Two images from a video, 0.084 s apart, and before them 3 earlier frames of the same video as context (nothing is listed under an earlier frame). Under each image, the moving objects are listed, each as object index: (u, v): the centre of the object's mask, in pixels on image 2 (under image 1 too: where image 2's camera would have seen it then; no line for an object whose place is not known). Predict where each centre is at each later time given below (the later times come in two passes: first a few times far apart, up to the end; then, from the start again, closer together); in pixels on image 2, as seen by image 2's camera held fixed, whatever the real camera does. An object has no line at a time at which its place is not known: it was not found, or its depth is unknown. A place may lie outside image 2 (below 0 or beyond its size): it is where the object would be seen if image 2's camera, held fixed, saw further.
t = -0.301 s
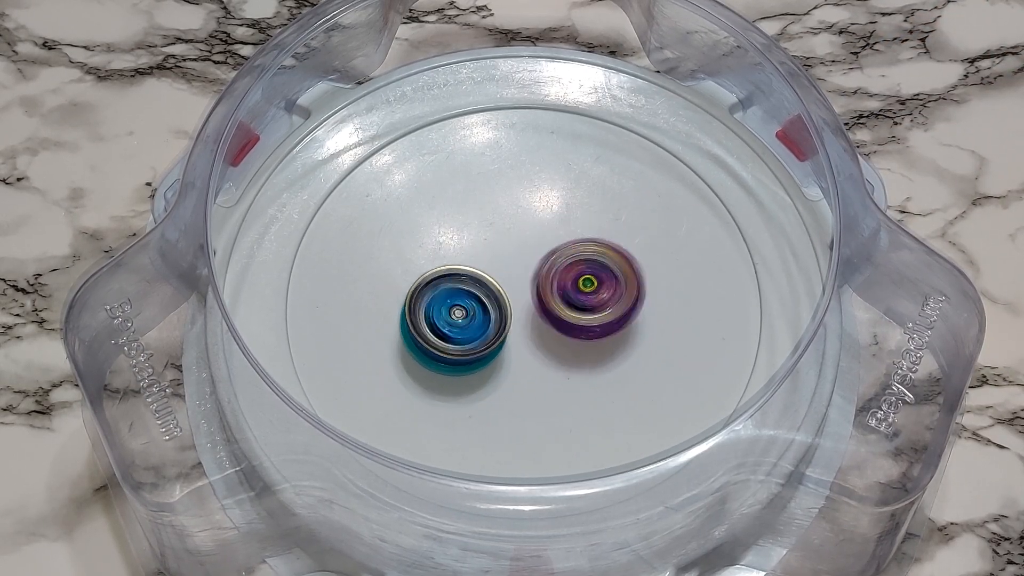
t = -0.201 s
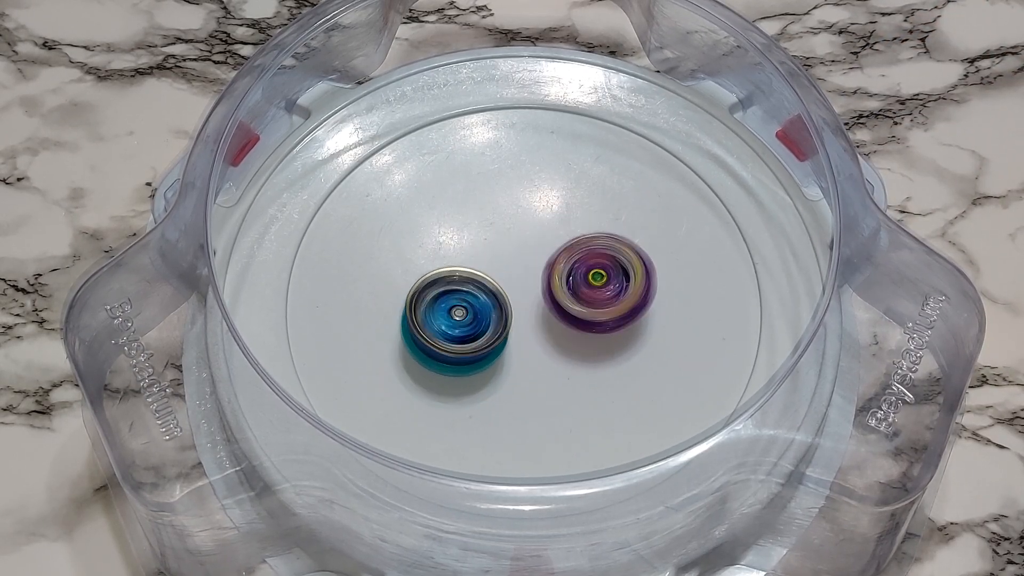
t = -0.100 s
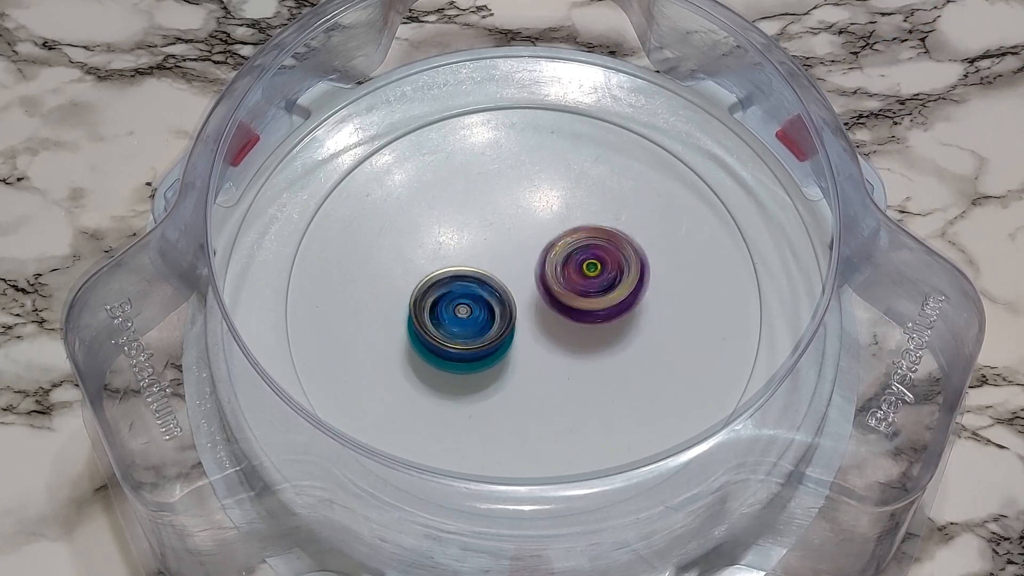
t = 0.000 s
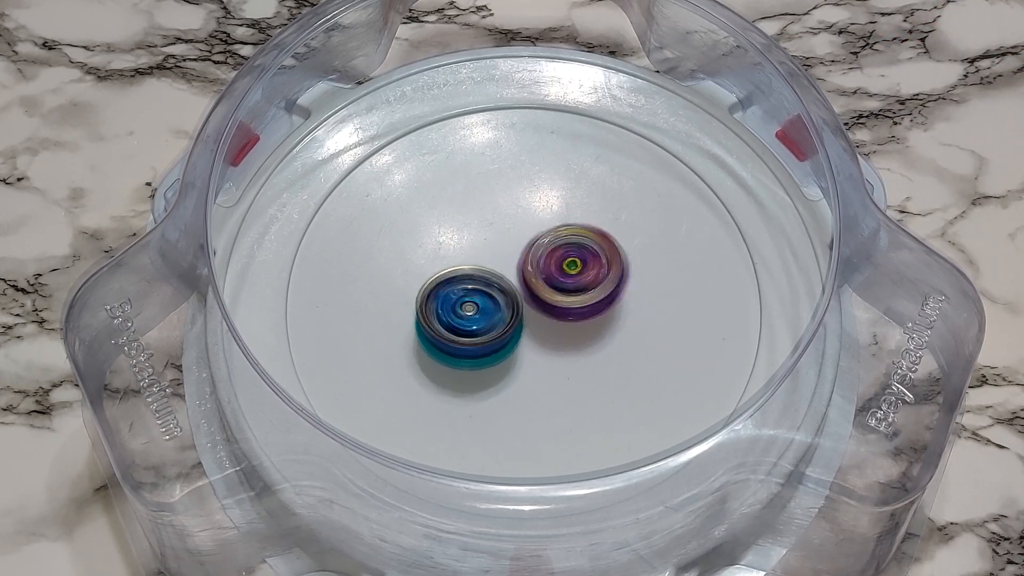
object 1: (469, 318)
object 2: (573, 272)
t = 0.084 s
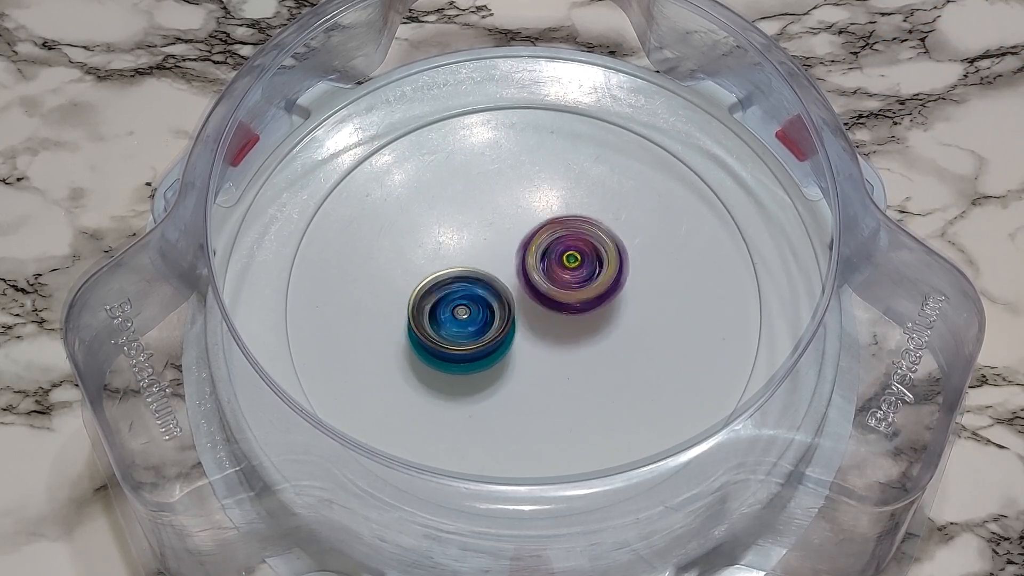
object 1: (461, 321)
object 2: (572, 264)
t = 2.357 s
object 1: (459, 245)
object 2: (555, 321)
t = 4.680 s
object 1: (486, 217)
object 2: (610, 314)
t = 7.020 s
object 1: (503, 217)
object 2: (541, 315)
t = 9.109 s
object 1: (465, 335)
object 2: (529, 249)
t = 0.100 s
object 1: (460, 321)
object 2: (573, 262)
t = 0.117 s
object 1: (460, 321)
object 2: (574, 259)
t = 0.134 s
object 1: (461, 321)
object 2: (576, 257)
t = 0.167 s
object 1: (464, 319)
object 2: (576, 252)
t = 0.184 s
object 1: (464, 317)
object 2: (576, 250)
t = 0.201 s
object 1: (465, 316)
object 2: (574, 247)
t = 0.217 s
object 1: (466, 314)
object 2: (573, 245)
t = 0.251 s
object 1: (467, 312)
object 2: (569, 241)
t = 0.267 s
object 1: (468, 311)
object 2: (567, 239)
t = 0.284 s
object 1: (469, 309)
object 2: (564, 239)
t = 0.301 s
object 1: (470, 308)
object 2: (560, 238)
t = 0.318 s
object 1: (471, 306)
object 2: (557, 238)
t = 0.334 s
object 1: (471, 305)
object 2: (553, 238)
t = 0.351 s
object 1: (468, 306)
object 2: (552, 236)
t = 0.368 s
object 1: (465, 307)
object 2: (552, 234)
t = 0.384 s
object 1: (464, 307)
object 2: (553, 234)
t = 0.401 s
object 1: (463, 306)
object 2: (552, 234)
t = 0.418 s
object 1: (464, 306)
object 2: (552, 233)
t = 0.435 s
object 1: (465, 304)
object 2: (551, 233)
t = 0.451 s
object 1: (465, 302)
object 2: (550, 232)
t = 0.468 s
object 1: (465, 300)
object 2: (550, 233)
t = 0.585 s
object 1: (465, 296)
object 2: (553, 230)
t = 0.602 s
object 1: (464, 295)
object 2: (552, 230)
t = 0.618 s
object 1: (464, 294)
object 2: (552, 231)
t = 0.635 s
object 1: (464, 294)
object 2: (552, 232)
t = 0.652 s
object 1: (461, 294)
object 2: (553, 232)
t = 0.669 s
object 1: (455, 297)
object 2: (560, 230)
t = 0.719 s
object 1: (447, 301)
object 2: (575, 224)
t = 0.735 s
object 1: (447, 301)
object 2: (578, 222)
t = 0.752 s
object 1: (446, 301)
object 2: (582, 220)
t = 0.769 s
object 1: (446, 301)
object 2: (586, 219)
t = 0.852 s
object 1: (447, 300)
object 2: (598, 210)
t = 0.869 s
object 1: (447, 299)
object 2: (599, 209)
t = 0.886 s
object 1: (448, 299)
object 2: (600, 208)
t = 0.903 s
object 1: (448, 299)
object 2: (599, 208)
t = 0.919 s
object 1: (449, 299)
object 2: (598, 208)
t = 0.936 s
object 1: (449, 298)
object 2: (598, 209)
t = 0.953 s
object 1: (450, 298)
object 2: (596, 211)
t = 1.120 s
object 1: (463, 295)
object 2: (575, 245)
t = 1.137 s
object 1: (464, 294)
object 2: (573, 249)
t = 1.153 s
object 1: (466, 294)
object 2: (571, 254)
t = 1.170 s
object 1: (463, 295)
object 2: (572, 257)
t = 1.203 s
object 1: (452, 299)
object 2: (580, 259)
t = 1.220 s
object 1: (449, 301)
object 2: (584, 261)
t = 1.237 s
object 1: (447, 303)
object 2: (586, 264)
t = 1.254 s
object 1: (447, 304)
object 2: (587, 266)
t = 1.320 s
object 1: (453, 302)
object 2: (594, 276)
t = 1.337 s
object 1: (454, 301)
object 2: (595, 279)
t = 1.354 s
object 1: (456, 300)
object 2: (594, 282)
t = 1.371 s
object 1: (457, 299)
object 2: (595, 283)
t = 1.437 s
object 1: (461, 295)
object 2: (595, 291)
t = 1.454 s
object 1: (462, 295)
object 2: (594, 294)
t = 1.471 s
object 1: (462, 294)
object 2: (592, 295)
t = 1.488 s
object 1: (463, 293)
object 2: (592, 297)
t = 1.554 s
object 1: (467, 289)
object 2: (585, 304)
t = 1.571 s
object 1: (468, 288)
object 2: (582, 306)
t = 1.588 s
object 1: (468, 287)
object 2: (580, 307)
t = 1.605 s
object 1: (467, 286)
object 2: (581, 308)
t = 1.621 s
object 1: (464, 285)
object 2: (581, 311)
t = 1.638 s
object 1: (462, 284)
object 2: (582, 312)
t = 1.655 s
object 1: (462, 283)
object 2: (583, 314)
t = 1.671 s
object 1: (462, 282)
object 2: (583, 316)
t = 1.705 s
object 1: (464, 280)
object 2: (583, 318)
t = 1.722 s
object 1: (464, 278)
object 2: (583, 320)
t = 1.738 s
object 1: (464, 276)
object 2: (582, 321)
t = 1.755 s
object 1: (463, 275)
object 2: (581, 321)
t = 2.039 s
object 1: (463, 257)
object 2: (549, 325)
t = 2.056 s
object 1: (463, 256)
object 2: (548, 325)
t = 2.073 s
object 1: (462, 255)
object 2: (546, 325)
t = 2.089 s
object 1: (462, 255)
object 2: (545, 324)
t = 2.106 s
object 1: (462, 254)
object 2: (544, 324)
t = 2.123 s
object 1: (460, 252)
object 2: (544, 326)
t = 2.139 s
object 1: (457, 250)
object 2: (545, 328)
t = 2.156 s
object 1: (455, 249)
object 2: (548, 329)
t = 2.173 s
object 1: (454, 249)
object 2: (549, 331)
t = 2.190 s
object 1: (455, 249)
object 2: (550, 331)
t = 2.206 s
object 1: (456, 248)
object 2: (552, 332)
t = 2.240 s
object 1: (457, 247)
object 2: (553, 332)
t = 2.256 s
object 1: (457, 246)
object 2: (555, 331)
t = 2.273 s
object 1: (456, 245)
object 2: (556, 331)
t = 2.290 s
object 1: (456, 245)
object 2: (556, 330)
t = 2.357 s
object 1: (459, 245)
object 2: (555, 321)
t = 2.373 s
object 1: (459, 245)
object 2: (555, 319)
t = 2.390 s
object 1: (460, 245)
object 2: (552, 317)
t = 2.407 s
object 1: (460, 245)
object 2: (550, 313)
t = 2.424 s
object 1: (461, 246)
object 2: (549, 310)
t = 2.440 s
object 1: (463, 246)
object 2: (547, 308)
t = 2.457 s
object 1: (458, 240)
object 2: (553, 311)
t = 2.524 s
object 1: (437, 222)
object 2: (577, 320)
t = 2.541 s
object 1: (435, 221)
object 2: (582, 322)
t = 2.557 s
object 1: (434, 221)
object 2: (586, 323)
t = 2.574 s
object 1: (435, 222)
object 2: (590, 324)
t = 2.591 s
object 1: (437, 222)
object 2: (594, 324)
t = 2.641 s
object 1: (442, 221)
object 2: (605, 325)
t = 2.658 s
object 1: (444, 221)
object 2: (608, 324)
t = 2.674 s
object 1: (445, 220)
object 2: (612, 324)
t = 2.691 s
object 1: (446, 220)
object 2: (614, 323)
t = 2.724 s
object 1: (448, 221)
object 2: (619, 320)
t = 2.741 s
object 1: (450, 221)
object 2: (621, 318)
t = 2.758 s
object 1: (452, 221)
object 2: (621, 315)
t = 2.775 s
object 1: (454, 221)
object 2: (621, 312)
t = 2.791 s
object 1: (456, 221)
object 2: (620, 308)
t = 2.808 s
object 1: (458, 221)
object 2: (618, 305)
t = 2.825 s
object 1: (460, 221)
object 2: (614, 302)
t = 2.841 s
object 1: (462, 221)
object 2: (610, 300)
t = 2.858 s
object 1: (464, 221)
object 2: (607, 297)
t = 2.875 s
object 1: (466, 221)
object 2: (602, 295)
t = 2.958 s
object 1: (477, 221)
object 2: (577, 287)
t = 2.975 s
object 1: (479, 221)
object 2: (572, 285)
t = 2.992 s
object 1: (481, 221)
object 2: (567, 284)
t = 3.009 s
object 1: (481, 219)
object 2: (565, 284)
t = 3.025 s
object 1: (479, 217)
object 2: (563, 285)
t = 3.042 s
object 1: (477, 215)
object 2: (562, 287)
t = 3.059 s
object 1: (476, 215)
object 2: (560, 288)
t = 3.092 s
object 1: (475, 215)
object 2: (552, 288)
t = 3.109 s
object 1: (475, 216)
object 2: (549, 289)
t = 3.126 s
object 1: (474, 215)
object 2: (547, 291)
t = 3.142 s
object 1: (465, 208)
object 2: (552, 300)
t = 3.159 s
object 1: (457, 201)
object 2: (557, 308)
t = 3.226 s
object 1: (437, 185)
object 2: (569, 332)
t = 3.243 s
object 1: (436, 184)
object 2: (571, 335)
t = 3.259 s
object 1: (436, 185)
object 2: (572, 339)
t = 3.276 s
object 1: (436, 186)
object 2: (573, 342)
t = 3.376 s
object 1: (439, 195)
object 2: (576, 354)
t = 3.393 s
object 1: (439, 197)
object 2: (576, 356)
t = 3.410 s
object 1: (440, 199)
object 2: (574, 358)
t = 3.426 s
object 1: (441, 200)
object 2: (574, 359)
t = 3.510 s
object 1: (445, 207)
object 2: (568, 362)
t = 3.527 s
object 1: (446, 208)
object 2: (566, 363)
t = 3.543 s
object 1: (447, 210)
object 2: (562, 362)
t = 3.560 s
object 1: (448, 211)
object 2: (560, 360)
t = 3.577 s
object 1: (449, 212)
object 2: (559, 359)
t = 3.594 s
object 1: (449, 214)
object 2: (556, 358)
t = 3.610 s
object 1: (451, 215)
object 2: (553, 356)
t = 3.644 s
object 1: (453, 218)
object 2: (545, 351)
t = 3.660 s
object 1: (454, 219)
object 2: (541, 348)
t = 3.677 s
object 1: (456, 220)
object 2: (537, 345)
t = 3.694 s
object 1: (457, 221)
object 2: (533, 343)
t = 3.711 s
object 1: (458, 221)
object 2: (530, 339)
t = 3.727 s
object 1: (459, 222)
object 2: (527, 336)
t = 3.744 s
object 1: (460, 222)
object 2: (523, 333)
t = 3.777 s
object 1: (463, 221)
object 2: (517, 326)
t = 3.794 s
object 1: (464, 221)
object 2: (514, 323)
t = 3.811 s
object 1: (466, 221)
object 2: (512, 319)
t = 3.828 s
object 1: (467, 220)
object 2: (509, 316)
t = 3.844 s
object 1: (468, 219)
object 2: (508, 313)
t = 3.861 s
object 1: (467, 217)
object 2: (506, 311)
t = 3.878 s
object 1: (467, 215)
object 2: (504, 309)
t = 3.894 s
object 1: (466, 215)
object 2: (503, 307)
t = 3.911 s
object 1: (464, 210)
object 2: (503, 311)
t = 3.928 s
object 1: (461, 205)
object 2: (504, 314)
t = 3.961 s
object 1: (458, 198)
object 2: (510, 321)
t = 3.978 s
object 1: (458, 197)
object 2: (512, 323)
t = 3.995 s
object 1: (458, 197)
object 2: (515, 325)
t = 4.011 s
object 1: (459, 197)
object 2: (519, 327)
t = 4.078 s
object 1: (463, 203)
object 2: (534, 333)
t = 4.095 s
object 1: (466, 204)
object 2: (538, 334)
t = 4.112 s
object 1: (469, 206)
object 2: (541, 334)
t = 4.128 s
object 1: (472, 207)
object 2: (545, 333)
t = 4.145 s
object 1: (474, 208)
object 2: (550, 333)
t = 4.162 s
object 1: (477, 209)
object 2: (553, 332)
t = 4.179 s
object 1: (480, 209)
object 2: (556, 330)
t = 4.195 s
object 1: (482, 210)
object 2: (559, 328)
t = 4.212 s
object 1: (484, 210)
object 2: (562, 325)
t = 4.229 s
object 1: (485, 211)
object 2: (564, 323)
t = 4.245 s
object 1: (486, 212)
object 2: (566, 320)
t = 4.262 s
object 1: (487, 212)
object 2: (567, 316)
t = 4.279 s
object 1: (488, 213)
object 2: (568, 313)
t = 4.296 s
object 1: (489, 214)
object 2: (569, 309)
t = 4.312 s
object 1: (491, 215)
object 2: (568, 306)
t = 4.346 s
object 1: (494, 218)
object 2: (567, 297)
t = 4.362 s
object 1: (496, 220)
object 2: (567, 294)
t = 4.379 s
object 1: (496, 220)
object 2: (567, 294)
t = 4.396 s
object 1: (496, 219)
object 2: (566, 292)
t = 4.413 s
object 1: (495, 219)
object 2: (568, 291)
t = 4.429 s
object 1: (490, 215)
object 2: (574, 295)
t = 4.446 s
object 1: (485, 212)
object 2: (579, 298)
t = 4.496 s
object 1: (472, 205)
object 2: (592, 305)
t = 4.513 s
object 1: (470, 206)
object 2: (595, 306)
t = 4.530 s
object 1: (469, 207)
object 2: (597, 306)
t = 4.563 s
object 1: (470, 211)
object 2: (600, 307)
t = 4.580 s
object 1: (472, 212)
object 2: (602, 308)
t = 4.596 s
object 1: (475, 213)
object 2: (603, 309)
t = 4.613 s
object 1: (477, 214)
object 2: (606, 310)
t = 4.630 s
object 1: (480, 215)
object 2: (607, 312)
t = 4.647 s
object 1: (483, 216)
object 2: (607, 313)
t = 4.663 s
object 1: (485, 216)
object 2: (608, 313)
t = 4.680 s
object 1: (486, 217)
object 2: (610, 314)
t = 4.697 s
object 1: (488, 218)
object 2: (609, 315)
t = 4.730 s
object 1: (492, 219)
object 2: (609, 315)
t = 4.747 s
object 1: (494, 219)
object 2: (608, 316)
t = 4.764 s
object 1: (496, 219)
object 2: (606, 315)
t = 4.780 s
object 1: (498, 220)
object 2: (605, 315)
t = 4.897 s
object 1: (510, 222)
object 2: (581, 311)
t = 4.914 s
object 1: (512, 223)
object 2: (577, 311)
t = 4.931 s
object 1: (513, 223)
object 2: (572, 310)
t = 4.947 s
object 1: (515, 223)
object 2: (568, 309)
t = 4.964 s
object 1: (516, 221)
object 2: (563, 311)
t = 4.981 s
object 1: (516, 220)
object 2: (558, 312)
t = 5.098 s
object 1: (524, 221)
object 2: (533, 315)
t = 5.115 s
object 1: (525, 219)
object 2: (529, 317)
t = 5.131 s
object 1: (527, 219)
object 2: (525, 317)
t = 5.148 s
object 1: (528, 219)
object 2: (522, 317)
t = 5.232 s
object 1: (535, 220)
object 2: (506, 310)
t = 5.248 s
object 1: (536, 220)
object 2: (504, 309)
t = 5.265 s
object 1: (537, 218)
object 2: (502, 309)
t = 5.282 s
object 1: (539, 214)
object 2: (499, 311)
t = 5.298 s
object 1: (540, 211)
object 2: (496, 312)
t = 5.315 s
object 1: (542, 210)
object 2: (494, 313)
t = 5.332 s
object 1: (544, 209)
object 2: (490, 312)
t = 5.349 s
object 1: (546, 209)
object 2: (487, 310)
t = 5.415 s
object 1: (553, 212)
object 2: (478, 301)
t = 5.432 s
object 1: (555, 212)
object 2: (477, 300)
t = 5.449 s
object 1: (557, 213)
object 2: (475, 298)
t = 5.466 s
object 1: (559, 213)
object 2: (474, 296)
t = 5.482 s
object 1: (560, 215)
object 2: (472, 292)
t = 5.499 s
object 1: (562, 217)
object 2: (471, 290)
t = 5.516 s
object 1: (564, 218)
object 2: (471, 287)
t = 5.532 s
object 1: (566, 220)
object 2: (470, 284)
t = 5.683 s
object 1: (582, 246)
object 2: (469, 260)
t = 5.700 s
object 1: (586, 250)
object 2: (469, 258)
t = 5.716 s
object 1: (588, 254)
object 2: (469, 257)
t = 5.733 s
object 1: (589, 259)
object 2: (468, 257)
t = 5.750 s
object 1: (590, 264)
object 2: (468, 256)
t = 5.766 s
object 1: (591, 268)
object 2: (468, 255)
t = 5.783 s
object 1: (592, 273)
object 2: (469, 254)
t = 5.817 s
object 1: (593, 283)
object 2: (471, 253)
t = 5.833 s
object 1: (592, 288)
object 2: (471, 252)
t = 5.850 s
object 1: (592, 294)
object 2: (472, 251)
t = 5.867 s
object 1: (592, 299)
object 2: (474, 251)
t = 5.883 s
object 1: (591, 303)
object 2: (477, 251)
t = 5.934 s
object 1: (583, 317)
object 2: (481, 251)
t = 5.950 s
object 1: (581, 322)
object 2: (484, 251)
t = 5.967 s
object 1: (578, 326)
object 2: (488, 252)
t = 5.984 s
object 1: (574, 330)
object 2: (491, 253)
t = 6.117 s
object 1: (542, 355)
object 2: (515, 254)
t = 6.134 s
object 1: (537, 357)
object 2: (518, 254)
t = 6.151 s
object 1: (533, 359)
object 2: (521, 253)
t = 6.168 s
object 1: (529, 360)
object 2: (524, 253)
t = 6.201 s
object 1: (521, 362)
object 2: (529, 253)
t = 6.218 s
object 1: (517, 363)
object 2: (531, 253)
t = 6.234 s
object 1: (513, 363)
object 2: (534, 253)
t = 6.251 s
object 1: (510, 363)
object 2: (538, 254)
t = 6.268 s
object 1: (506, 362)
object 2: (540, 254)
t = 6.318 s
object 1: (496, 361)
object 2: (545, 255)
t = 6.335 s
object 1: (493, 360)
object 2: (549, 256)
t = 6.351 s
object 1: (490, 358)
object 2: (552, 257)
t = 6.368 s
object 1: (488, 356)
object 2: (553, 258)
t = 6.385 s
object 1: (485, 355)
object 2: (554, 259)
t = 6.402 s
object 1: (482, 353)
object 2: (556, 259)
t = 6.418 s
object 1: (480, 351)
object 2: (558, 261)
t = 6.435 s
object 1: (478, 349)
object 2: (561, 263)
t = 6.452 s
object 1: (477, 346)
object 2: (561, 264)
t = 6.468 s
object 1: (475, 343)
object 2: (562, 265)
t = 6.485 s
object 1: (472, 340)
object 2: (563, 266)
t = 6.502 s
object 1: (470, 337)
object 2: (565, 267)
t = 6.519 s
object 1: (469, 333)
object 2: (565, 270)
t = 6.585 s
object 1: (459, 317)
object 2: (569, 273)
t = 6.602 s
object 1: (457, 313)
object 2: (571, 275)
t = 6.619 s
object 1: (455, 307)
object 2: (573, 277)
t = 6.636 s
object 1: (451, 297)
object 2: (574, 280)
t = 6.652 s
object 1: (451, 291)
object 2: (575, 281)
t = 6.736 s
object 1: (452, 266)
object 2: (574, 290)
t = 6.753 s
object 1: (453, 261)
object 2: (574, 292)
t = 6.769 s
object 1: (455, 257)
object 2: (573, 293)
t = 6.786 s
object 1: (457, 253)
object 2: (572, 295)
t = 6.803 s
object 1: (459, 249)
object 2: (570, 297)
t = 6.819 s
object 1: (462, 245)
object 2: (568, 299)
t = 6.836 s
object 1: (464, 242)
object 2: (567, 300)
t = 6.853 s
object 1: (467, 238)
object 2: (565, 301)
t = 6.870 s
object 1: (471, 235)
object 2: (564, 302)
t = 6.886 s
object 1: (474, 233)
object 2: (562, 304)
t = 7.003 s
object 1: (500, 219)
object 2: (544, 313)
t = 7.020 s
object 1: (503, 217)
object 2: (541, 315)
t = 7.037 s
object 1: (507, 217)
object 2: (539, 316)
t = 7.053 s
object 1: (511, 216)
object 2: (536, 318)
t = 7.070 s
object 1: (514, 216)
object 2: (533, 318)
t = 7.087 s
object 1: (518, 216)
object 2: (531, 319)
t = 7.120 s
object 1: (525, 215)
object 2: (527, 320)
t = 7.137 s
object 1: (528, 215)
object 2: (525, 321)
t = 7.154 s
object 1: (532, 216)
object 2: (523, 321)
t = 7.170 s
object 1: (535, 217)
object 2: (521, 320)
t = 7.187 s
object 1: (539, 217)
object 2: (518, 321)
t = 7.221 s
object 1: (545, 219)
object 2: (511, 319)
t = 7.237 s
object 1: (548, 220)
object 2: (509, 319)
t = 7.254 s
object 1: (551, 222)
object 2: (506, 318)
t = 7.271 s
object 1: (554, 225)
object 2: (505, 317)
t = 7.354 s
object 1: (568, 238)
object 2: (494, 310)
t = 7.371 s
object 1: (571, 241)
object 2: (492, 308)
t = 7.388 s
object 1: (575, 243)
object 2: (489, 307)
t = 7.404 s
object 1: (580, 244)
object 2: (484, 307)
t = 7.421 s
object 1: (583, 245)
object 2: (481, 306)
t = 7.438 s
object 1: (586, 248)
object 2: (478, 304)
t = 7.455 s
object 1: (588, 251)
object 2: (477, 303)
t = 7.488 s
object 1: (594, 258)
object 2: (475, 302)
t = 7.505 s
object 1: (596, 260)
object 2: (474, 301)
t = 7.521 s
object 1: (597, 263)
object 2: (473, 299)
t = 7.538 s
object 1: (598, 267)
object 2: (472, 298)
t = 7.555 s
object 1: (599, 271)
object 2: (470, 296)
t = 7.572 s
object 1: (601, 274)
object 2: (470, 293)
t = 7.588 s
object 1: (601, 278)
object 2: (469, 291)
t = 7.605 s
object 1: (602, 281)
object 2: (469, 288)
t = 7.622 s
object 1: (601, 284)
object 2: (469, 286)
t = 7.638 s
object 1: (600, 288)
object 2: (469, 285)
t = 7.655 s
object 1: (600, 291)
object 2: (470, 284)
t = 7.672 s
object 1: (599, 295)
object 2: (470, 283)
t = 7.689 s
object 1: (598, 298)
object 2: (470, 281)
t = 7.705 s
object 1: (597, 302)
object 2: (471, 279)
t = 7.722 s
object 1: (594, 304)
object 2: (472, 277)
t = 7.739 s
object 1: (592, 307)
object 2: (474, 275)
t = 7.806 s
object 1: (581, 320)
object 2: (481, 269)
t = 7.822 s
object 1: (581, 323)
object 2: (480, 266)
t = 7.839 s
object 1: (578, 326)
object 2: (481, 264)
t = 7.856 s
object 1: (575, 328)
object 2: (483, 261)
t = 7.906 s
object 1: (565, 335)
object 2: (488, 256)
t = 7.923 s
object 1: (561, 336)
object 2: (489, 255)
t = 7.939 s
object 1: (558, 338)
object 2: (490, 254)
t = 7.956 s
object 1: (555, 339)
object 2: (492, 253)
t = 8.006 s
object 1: (545, 343)
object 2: (497, 251)
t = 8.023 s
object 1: (542, 343)
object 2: (499, 250)
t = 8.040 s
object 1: (539, 344)
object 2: (502, 249)
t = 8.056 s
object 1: (538, 349)
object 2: (504, 246)
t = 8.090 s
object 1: (536, 354)
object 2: (509, 241)
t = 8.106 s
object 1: (534, 356)
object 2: (511, 240)
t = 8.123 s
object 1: (531, 356)
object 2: (513, 239)
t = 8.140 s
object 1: (528, 358)
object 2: (514, 239)
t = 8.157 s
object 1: (526, 359)
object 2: (515, 240)
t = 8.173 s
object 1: (523, 359)
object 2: (516, 241)
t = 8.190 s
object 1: (521, 359)
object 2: (516, 242)
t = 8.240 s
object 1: (516, 359)
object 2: (515, 243)
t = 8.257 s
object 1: (514, 359)
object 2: (515, 243)
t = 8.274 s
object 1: (512, 358)
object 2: (517, 243)
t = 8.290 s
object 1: (510, 358)
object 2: (517, 245)
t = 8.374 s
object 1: (500, 353)
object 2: (520, 253)
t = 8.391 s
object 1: (497, 352)
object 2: (520, 255)
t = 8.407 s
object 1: (493, 354)
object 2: (521, 255)
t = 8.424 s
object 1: (491, 356)
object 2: (522, 254)
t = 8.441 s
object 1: (490, 356)
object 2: (524, 254)
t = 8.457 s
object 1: (489, 355)
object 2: (526, 255)
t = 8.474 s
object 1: (488, 353)
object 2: (527, 257)
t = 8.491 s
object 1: (487, 351)
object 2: (527, 258)
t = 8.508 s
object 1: (485, 350)
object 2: (527, 258)
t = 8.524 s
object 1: (484, 350)
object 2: (526, 257)
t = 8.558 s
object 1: (478, 352)
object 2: (530, 253)
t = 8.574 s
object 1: (476, 352)
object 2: (533, 251)
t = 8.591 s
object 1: (475, 351)
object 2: (535, 250)
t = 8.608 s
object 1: (473, 349)
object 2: (537, 250)
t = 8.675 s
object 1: (469, 342)
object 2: (538, 252)
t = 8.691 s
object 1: (468, 341)
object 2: (538, 253)
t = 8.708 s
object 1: (467, 341)
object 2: (537, 253)
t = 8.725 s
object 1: (467, 340)
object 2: (537, 254)
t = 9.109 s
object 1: (465, 335)
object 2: (529, 249)
